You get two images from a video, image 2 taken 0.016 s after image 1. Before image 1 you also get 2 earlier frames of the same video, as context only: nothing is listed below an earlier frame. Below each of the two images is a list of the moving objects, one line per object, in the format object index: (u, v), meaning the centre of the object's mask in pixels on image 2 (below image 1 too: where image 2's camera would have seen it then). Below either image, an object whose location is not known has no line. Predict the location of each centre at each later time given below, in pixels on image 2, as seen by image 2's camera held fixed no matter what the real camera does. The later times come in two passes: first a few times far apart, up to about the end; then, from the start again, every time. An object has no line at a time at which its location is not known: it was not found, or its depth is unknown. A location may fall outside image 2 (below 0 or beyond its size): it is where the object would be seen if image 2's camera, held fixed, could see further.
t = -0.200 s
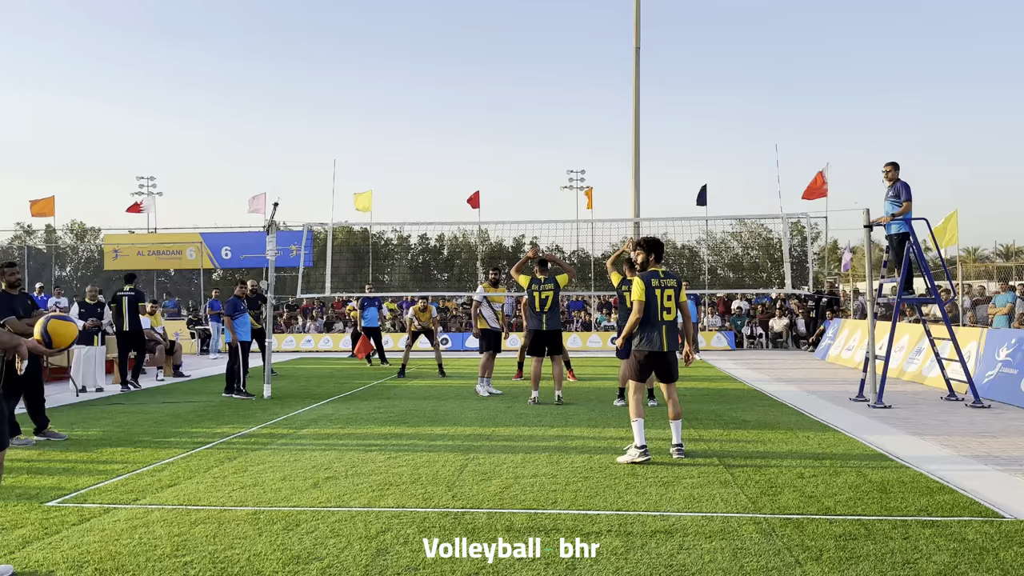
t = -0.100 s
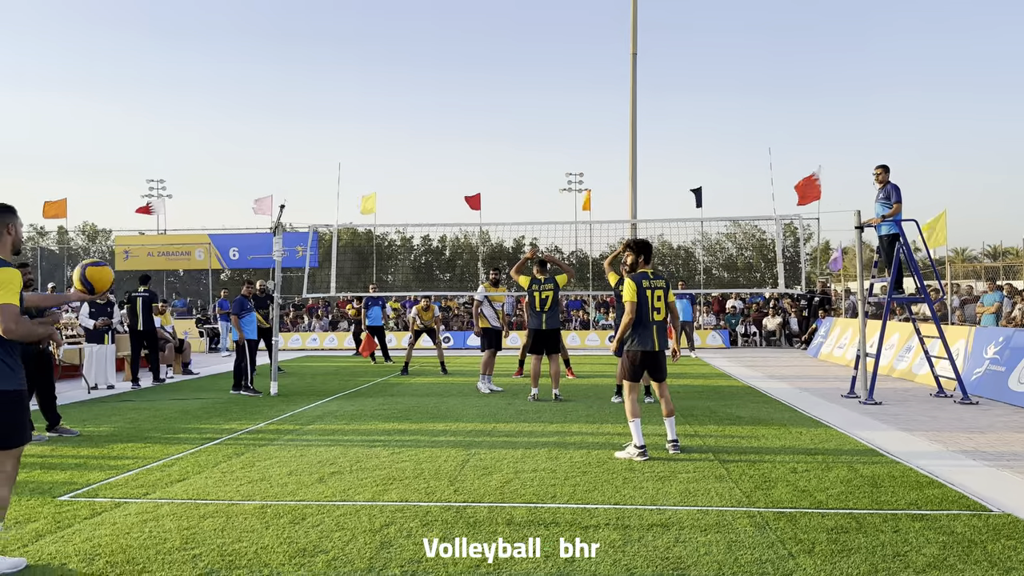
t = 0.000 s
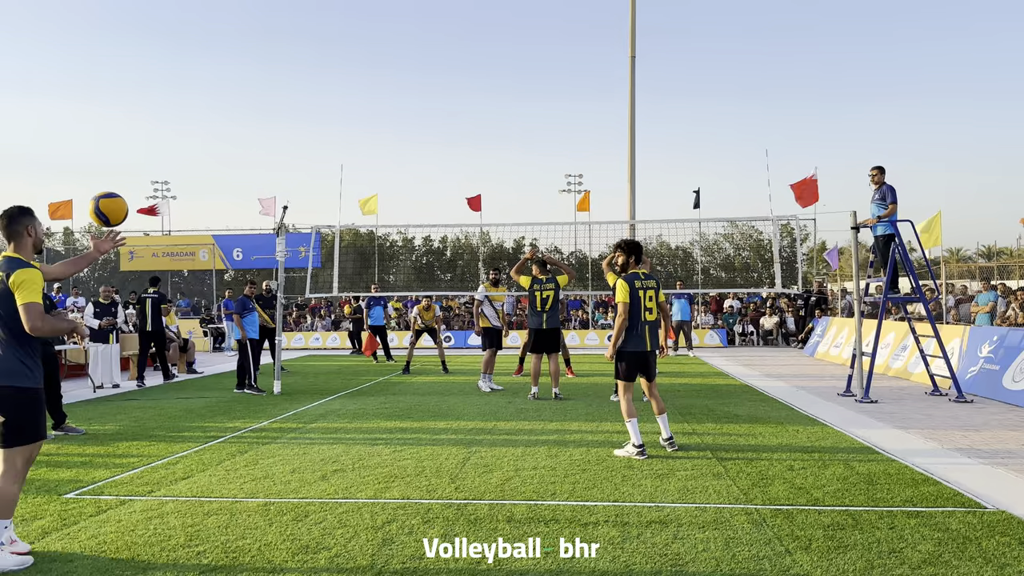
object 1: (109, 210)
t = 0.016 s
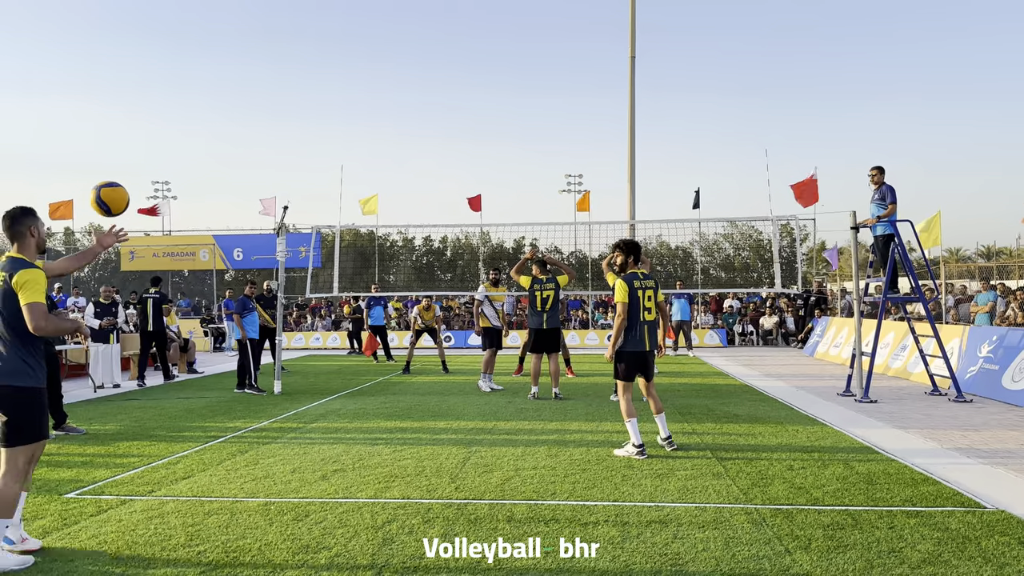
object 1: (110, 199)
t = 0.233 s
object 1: (116, 107)
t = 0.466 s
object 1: (118, 95)
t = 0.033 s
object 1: (110, 189)
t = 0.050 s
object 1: (111, 179)
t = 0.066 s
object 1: (111, 170)
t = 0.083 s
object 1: (112, 162)
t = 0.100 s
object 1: (112, 153)
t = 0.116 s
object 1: (113, 146)
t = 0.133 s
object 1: (114, 139)
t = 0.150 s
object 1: (114, 132)
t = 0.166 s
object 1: (115, 126)
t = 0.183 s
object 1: (115, 121)
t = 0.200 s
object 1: (115, 115)
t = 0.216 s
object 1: (116, 111)
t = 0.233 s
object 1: (116, 107)
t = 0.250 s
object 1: (116, 103)
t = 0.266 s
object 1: (117, 99)
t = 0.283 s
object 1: (117, 97)
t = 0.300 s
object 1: (117, 94)
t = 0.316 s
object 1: (117, 92)
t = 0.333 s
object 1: (117, 91)
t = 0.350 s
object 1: (117, 90)
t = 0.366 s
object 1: (118, 89)
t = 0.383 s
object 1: (118, 89)
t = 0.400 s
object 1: (118, 90)
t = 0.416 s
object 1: (118, 90)
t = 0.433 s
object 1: (118, 92)
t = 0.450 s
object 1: (118, 93)
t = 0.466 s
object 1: (118, 95)
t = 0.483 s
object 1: (118, 98)
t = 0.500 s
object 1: (118, 101)
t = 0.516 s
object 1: (118, 105)
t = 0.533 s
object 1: (118, 109)
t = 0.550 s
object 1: (118, 113)
